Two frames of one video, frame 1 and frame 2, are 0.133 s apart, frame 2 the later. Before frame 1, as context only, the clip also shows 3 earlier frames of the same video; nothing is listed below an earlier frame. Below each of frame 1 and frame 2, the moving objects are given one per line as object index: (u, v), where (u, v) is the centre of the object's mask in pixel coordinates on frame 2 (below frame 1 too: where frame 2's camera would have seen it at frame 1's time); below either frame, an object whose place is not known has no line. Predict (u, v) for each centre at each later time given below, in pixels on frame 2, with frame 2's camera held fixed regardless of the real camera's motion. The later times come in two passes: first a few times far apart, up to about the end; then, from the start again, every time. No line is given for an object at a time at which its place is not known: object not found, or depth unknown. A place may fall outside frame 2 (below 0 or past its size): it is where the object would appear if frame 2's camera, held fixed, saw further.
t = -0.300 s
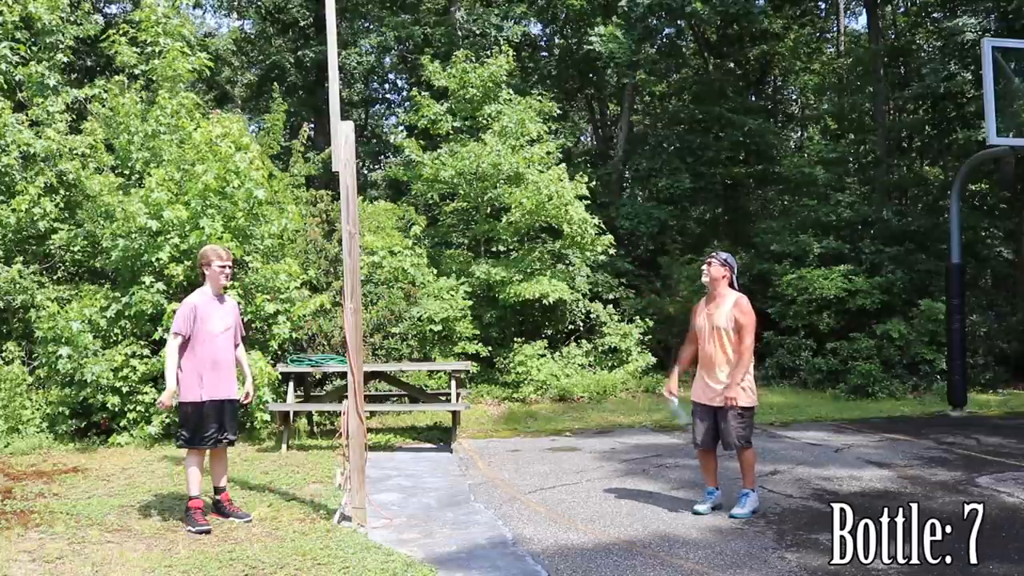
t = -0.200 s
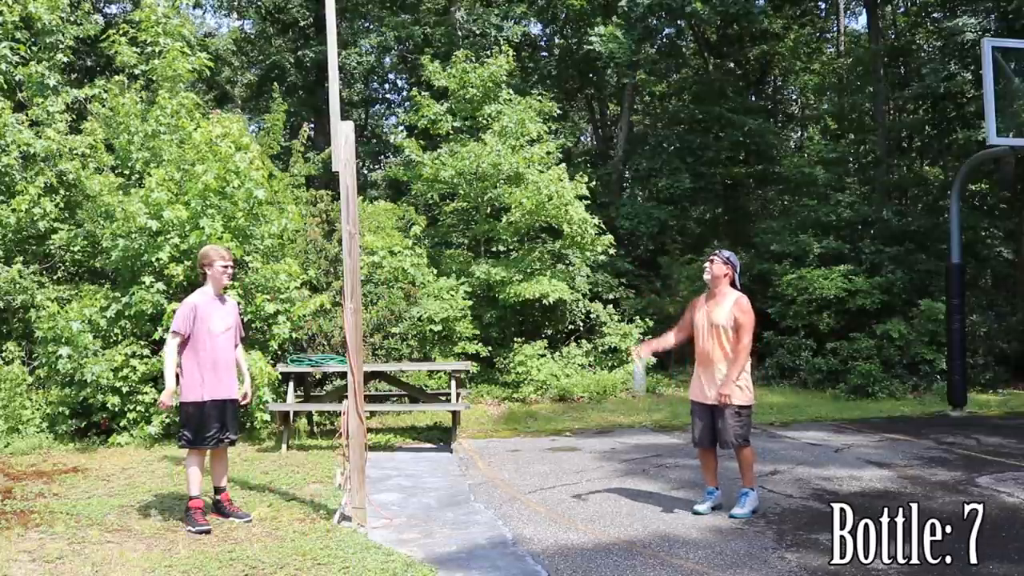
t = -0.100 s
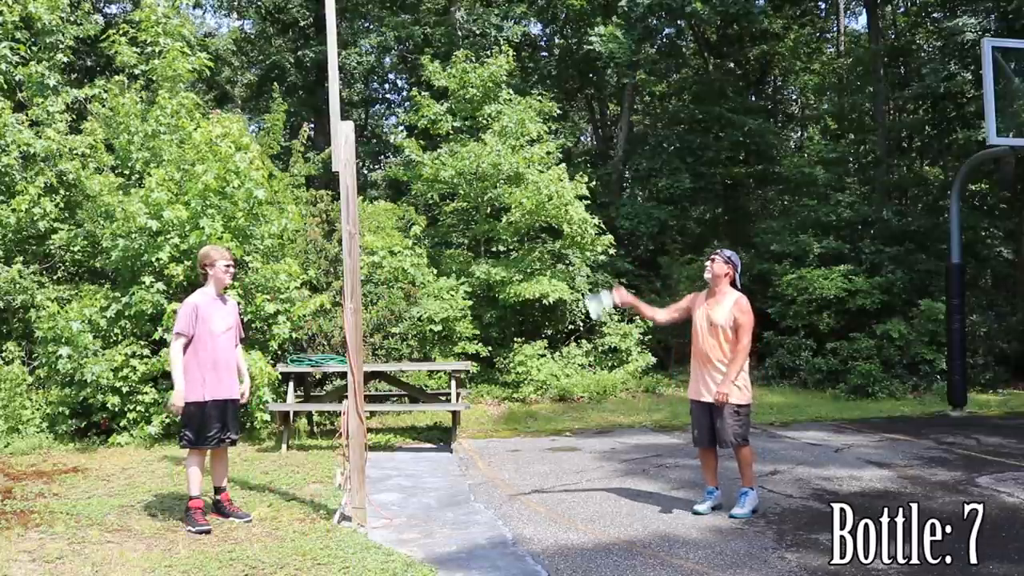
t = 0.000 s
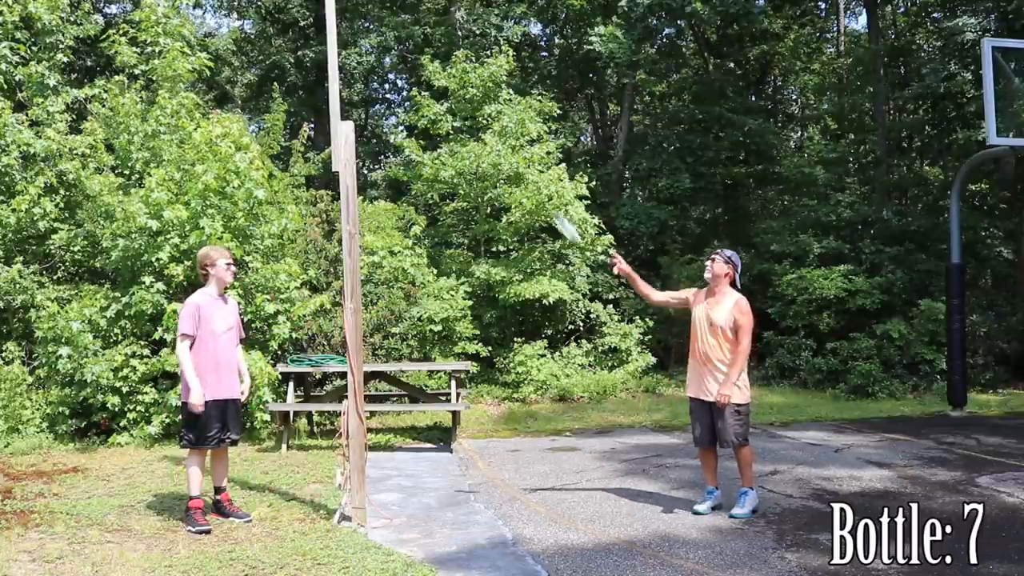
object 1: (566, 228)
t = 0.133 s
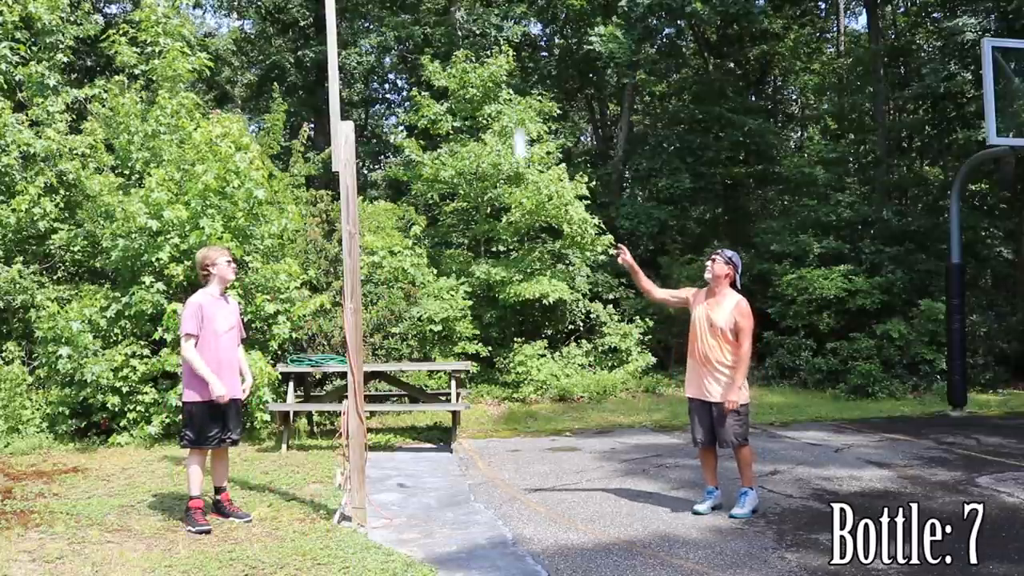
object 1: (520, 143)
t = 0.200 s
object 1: (497, 114)
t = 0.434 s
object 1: (424, 54)
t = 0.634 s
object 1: (361, 70)
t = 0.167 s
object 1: (508, 128)
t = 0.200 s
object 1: (497, 114)
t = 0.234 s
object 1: (487, 99)
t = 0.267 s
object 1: (476, 88)
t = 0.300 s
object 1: (465, 77)
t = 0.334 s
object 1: (454, 69)
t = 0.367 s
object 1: (446, 61)
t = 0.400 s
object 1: (434, 57)
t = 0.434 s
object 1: (424, 54)
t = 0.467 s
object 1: (413, 52)
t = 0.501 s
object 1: (404, 52)
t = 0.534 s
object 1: (393, 54)
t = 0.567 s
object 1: (383, 58)
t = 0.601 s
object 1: (372, 63)
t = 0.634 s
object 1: (361, 70)
